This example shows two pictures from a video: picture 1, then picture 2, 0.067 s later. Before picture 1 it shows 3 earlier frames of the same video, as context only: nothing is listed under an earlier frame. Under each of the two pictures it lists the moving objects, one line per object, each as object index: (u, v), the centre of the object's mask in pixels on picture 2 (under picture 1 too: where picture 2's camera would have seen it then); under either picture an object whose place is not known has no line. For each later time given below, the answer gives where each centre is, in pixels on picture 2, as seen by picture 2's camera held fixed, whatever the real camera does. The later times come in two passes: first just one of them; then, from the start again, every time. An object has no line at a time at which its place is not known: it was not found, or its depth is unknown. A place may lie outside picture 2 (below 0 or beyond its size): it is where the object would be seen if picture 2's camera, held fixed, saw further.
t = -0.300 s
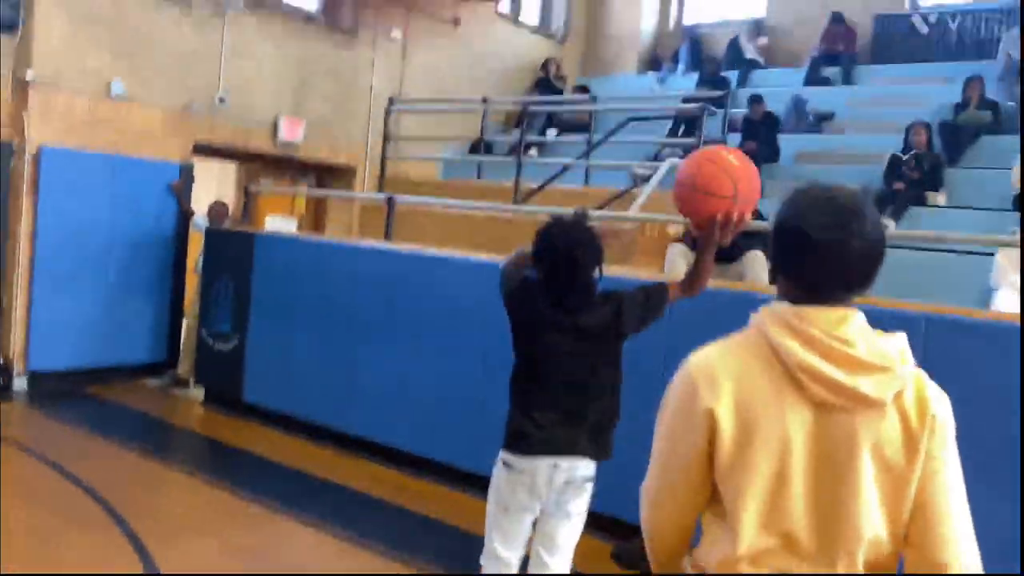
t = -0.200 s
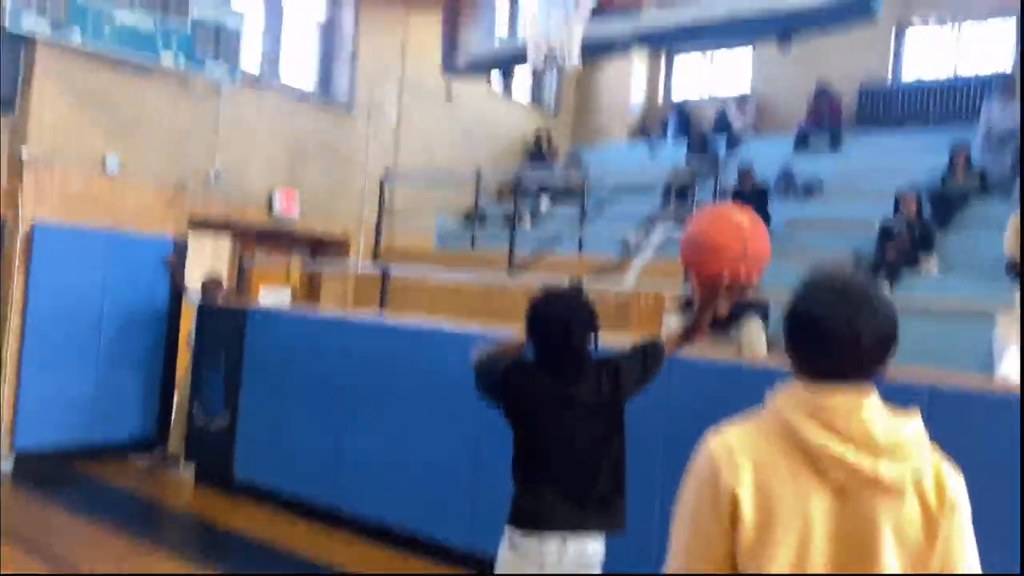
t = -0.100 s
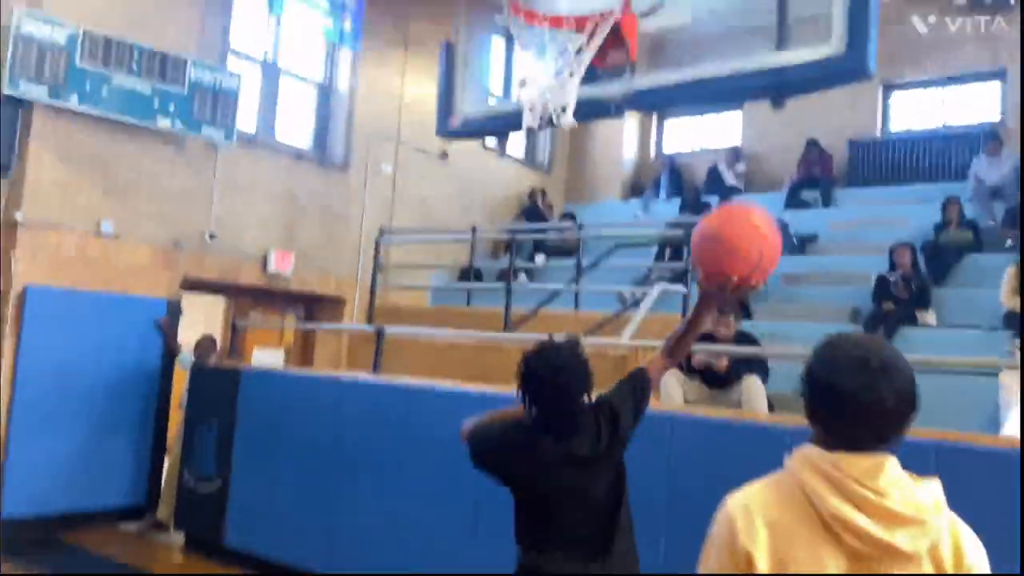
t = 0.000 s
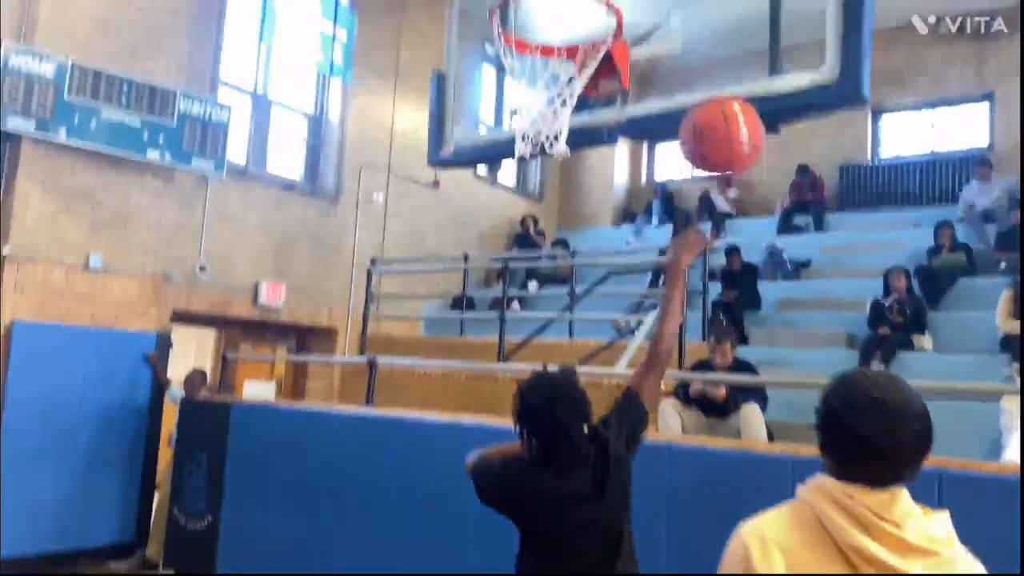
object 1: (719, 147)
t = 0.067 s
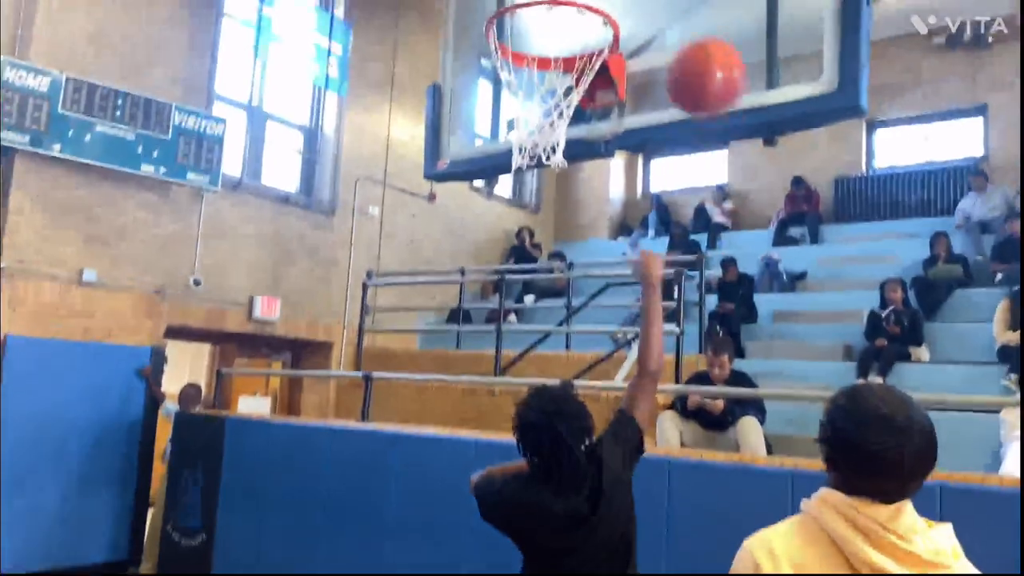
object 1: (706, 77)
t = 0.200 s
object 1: (681, -1)
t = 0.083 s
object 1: (703, 63)
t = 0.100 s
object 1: (699, 49)
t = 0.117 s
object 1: (696, 34)
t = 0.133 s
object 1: (693, 24)
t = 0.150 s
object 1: (690, 16)
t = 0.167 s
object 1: (687, 9)
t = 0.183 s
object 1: (684, 4)
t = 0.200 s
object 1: (681, -1)
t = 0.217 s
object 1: (678, -5)
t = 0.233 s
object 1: (675, -9)
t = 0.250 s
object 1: (672, -12)
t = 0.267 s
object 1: (670, -15)
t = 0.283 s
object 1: (668, -18)
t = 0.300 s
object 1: (662, -20)
